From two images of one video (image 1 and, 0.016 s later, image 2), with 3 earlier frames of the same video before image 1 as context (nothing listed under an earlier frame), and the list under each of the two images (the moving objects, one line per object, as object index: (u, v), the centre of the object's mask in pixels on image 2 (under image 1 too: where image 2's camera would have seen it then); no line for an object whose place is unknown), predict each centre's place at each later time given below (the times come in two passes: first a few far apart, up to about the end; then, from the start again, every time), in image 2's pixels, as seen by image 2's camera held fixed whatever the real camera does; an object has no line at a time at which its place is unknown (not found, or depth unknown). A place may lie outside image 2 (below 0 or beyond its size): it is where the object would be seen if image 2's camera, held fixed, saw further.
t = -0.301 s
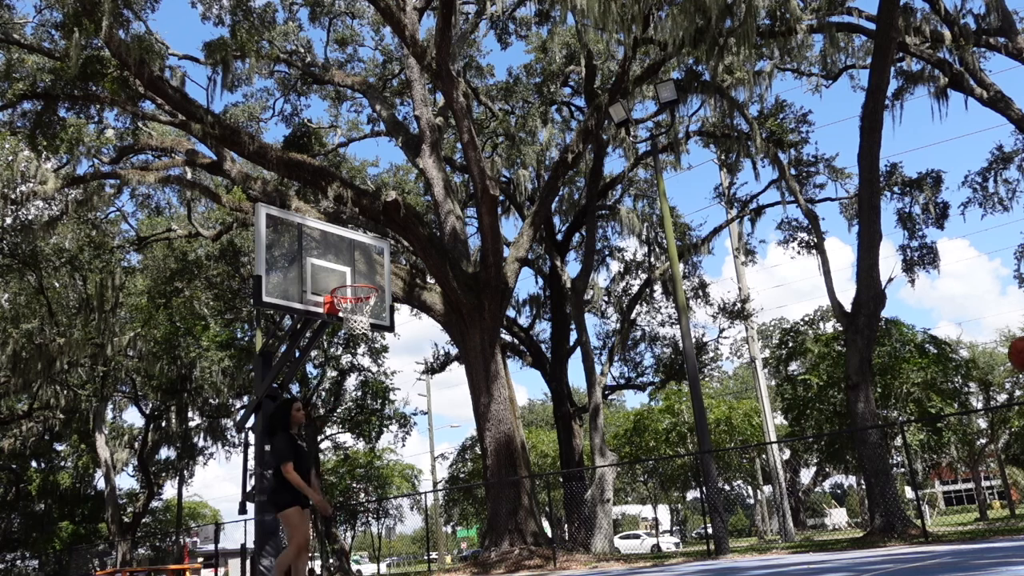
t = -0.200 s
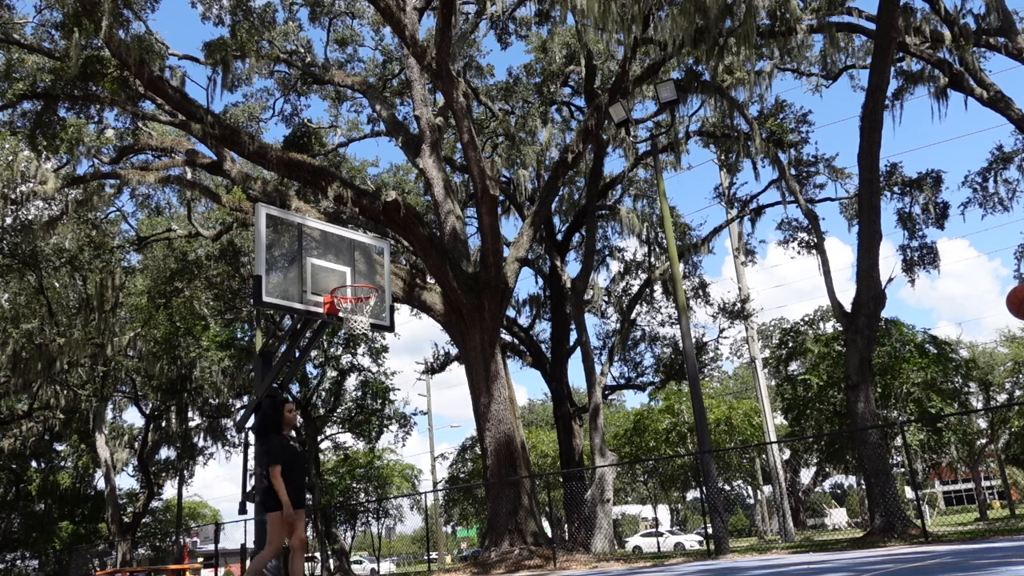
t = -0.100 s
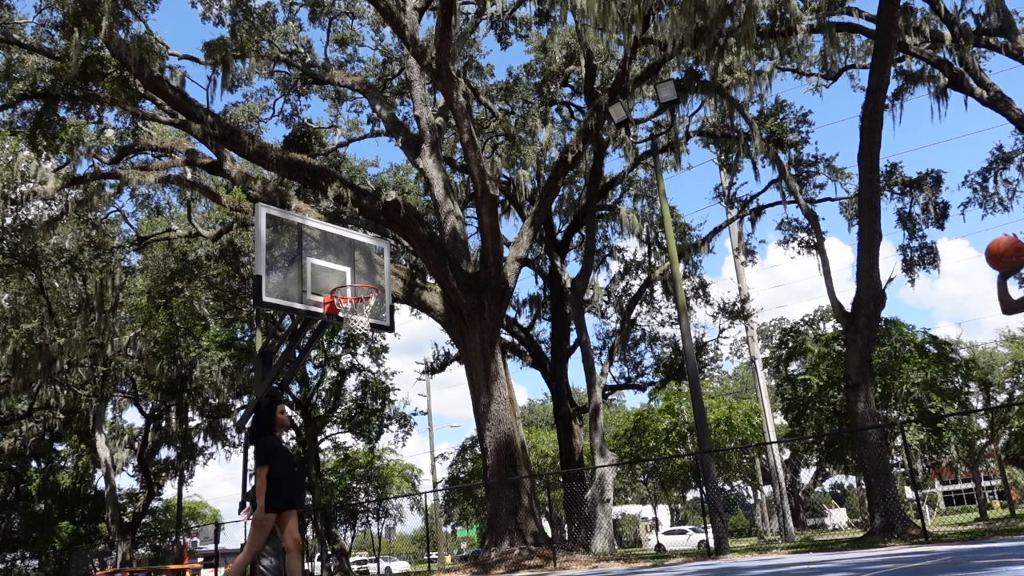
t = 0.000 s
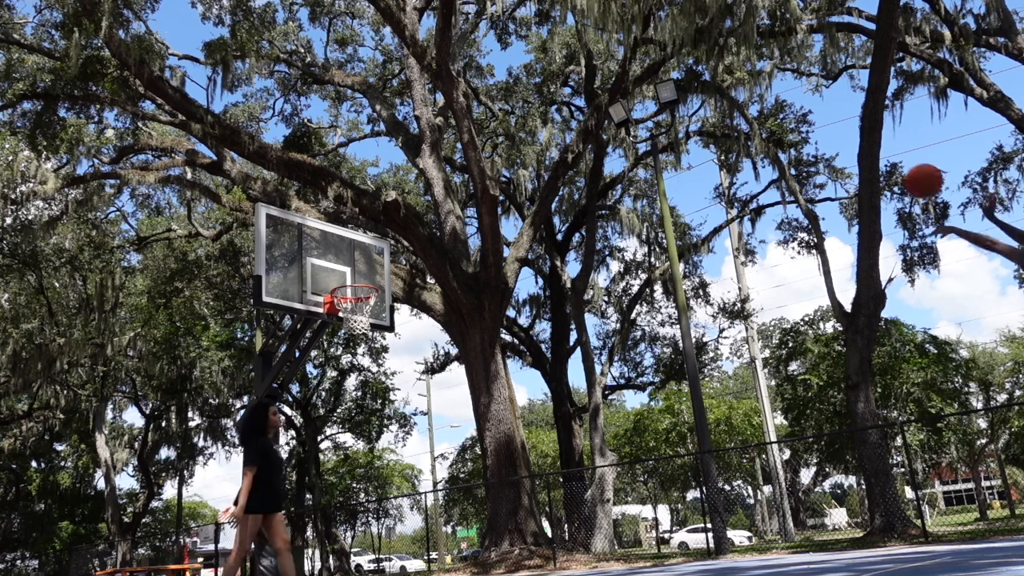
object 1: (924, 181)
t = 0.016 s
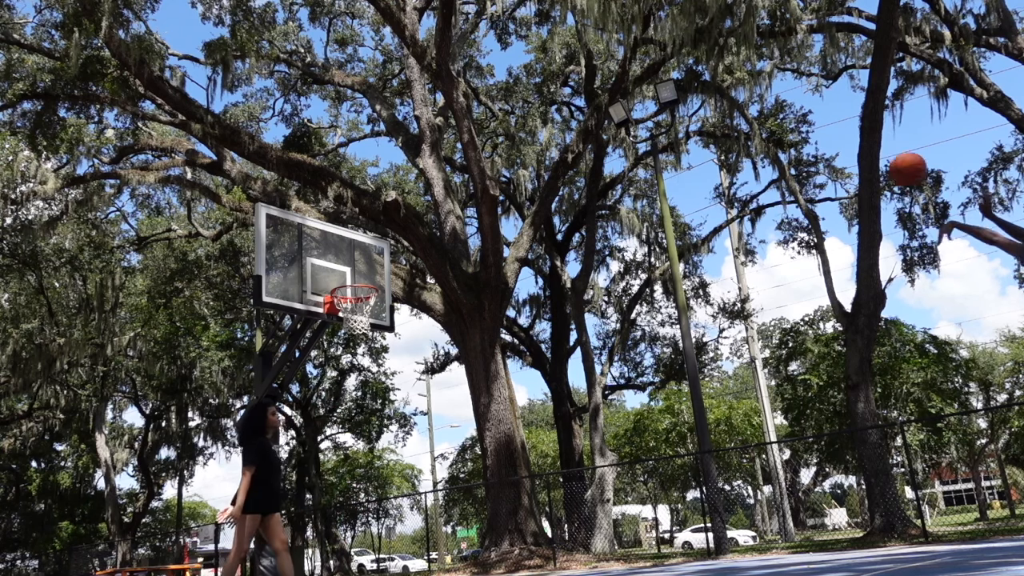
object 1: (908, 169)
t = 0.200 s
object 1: (762, 80)
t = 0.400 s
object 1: (640, 39)
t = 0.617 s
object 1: (537, 46)
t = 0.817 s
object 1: (458, 87)
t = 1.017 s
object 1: (391, 158)
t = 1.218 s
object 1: (329, 260)
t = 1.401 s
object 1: (342, 343)
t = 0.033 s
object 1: (892, 158)
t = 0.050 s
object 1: (877, 148)
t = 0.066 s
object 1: (864, 139)
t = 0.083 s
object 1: (850, 130)
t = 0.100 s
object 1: (836, 121)
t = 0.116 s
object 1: (823, 113)
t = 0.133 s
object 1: (810, 106)
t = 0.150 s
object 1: (797, 99)
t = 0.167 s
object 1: (785, 92)
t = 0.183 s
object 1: (773, 86)
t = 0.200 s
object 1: (762, 80)
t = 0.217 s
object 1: (750, 75)
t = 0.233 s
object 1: (739, 70)
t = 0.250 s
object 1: (728, 65)
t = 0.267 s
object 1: (718, 61)
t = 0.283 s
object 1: (708, 57)
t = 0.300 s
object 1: (697, 54)
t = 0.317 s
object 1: (688, 51)
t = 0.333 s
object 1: (677, 48)
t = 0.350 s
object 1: (668, 45)
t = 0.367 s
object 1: (658, 44)
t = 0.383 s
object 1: (650, 41)
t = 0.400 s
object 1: (640, 39)
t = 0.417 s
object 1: (631, 38)
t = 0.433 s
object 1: (624, 38)
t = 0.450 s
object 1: (614, 37)
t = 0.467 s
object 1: (606, 36)
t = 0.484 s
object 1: (598, 37)
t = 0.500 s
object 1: (590, 37)
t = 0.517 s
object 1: (582, 37)
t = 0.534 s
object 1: (575, 38)
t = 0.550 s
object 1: (567, 39)
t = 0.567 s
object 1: (559, 40)
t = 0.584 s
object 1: (551, 42)
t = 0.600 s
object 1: (544, 44)
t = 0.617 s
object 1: (537, 46)
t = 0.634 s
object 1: (531, 48)
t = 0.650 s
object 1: (523, 50)
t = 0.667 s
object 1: (516, 53)
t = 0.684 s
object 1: (509, 56)
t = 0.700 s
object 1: (502, 59)
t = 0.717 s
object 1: (496, 62)
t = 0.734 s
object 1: (489, 66)
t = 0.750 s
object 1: (483, 69)
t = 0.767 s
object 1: (476, 74)
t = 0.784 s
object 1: (470, 78)
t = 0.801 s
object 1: (464, 82)
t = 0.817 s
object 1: (458, 87)
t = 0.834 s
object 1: (453, 90)
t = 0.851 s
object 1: (446, 96)
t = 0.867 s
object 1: (441, 101)
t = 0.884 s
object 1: (435, 107)
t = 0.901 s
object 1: (429, 112)
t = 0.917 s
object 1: (423, 118)
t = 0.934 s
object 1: (417, 126)
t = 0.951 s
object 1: (413, 131)
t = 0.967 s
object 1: (407, 138)
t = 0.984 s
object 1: (402, 144)
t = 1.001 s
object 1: (396, 152)
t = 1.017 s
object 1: (391, 158)
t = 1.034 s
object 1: (385, 166)
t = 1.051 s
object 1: (380, 174)
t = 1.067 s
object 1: (374, 182)
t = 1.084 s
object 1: (370, 189)
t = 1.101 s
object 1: (365, 198)
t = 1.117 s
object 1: (360, 206)
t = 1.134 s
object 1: (355, 214)
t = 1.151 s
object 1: (349, 222)
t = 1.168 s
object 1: (344, 232)
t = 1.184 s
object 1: (339, 241)
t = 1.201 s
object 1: (335, 250)
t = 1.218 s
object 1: (329, 260)
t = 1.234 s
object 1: (324, 270)
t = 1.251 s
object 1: (319, 280)
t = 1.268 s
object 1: (315, 290)
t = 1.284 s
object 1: (315, 296)
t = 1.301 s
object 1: (320, 303)
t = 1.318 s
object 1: (324, 309)
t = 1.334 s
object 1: (327, 314)
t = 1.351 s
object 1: (331, 322)
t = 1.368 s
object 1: (334, 328)
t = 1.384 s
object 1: (339, 336)
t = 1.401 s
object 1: (342, 343)
